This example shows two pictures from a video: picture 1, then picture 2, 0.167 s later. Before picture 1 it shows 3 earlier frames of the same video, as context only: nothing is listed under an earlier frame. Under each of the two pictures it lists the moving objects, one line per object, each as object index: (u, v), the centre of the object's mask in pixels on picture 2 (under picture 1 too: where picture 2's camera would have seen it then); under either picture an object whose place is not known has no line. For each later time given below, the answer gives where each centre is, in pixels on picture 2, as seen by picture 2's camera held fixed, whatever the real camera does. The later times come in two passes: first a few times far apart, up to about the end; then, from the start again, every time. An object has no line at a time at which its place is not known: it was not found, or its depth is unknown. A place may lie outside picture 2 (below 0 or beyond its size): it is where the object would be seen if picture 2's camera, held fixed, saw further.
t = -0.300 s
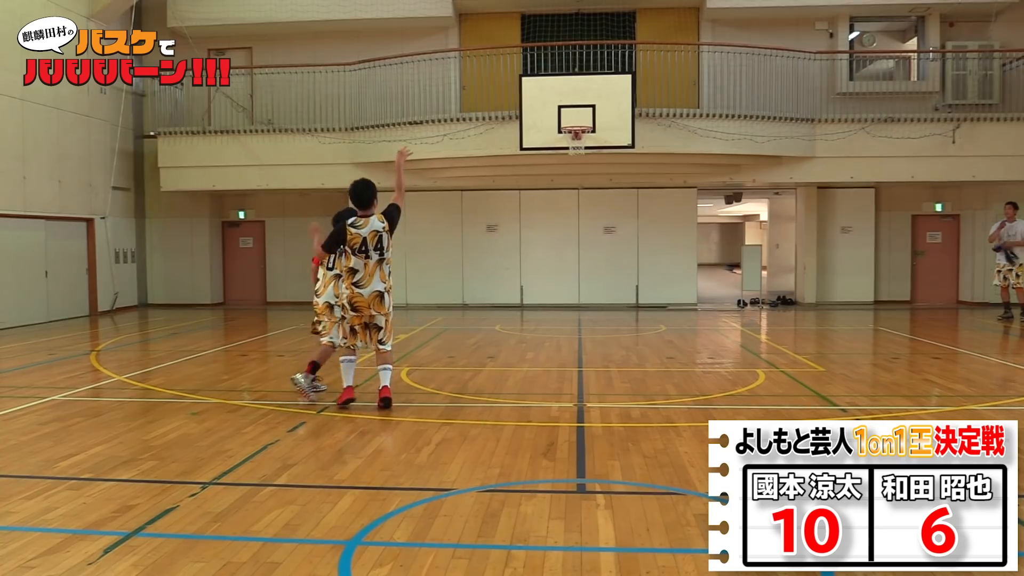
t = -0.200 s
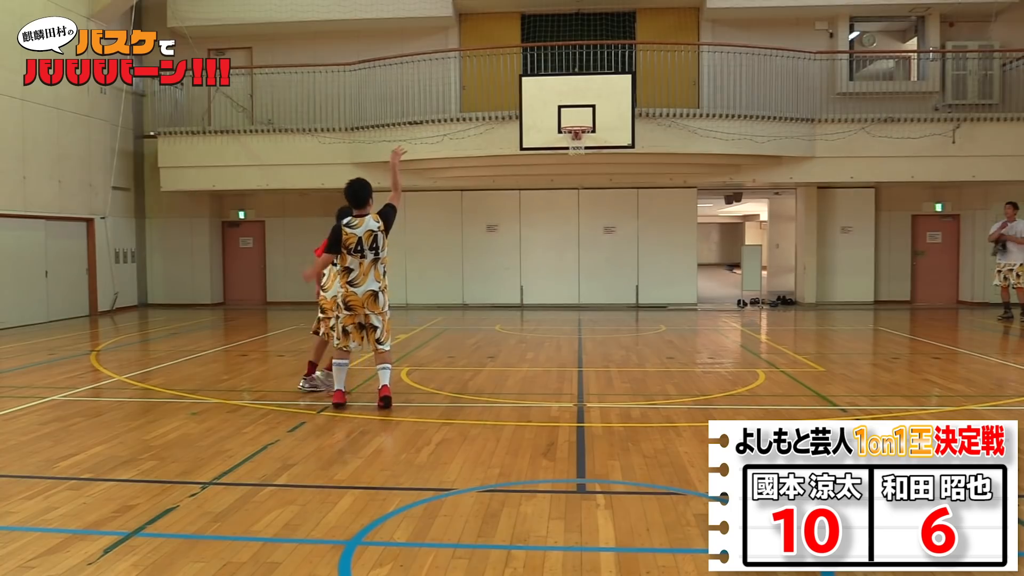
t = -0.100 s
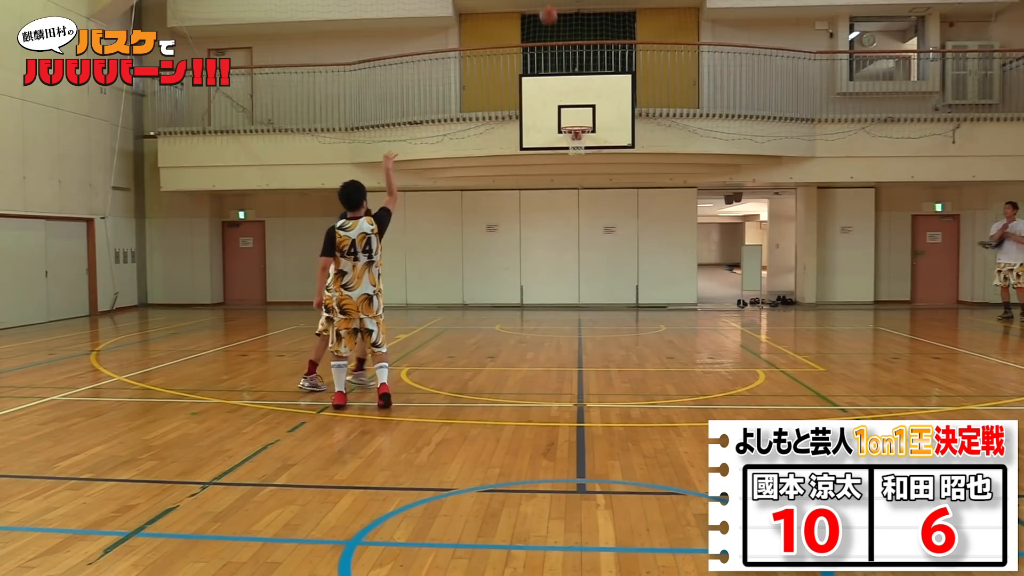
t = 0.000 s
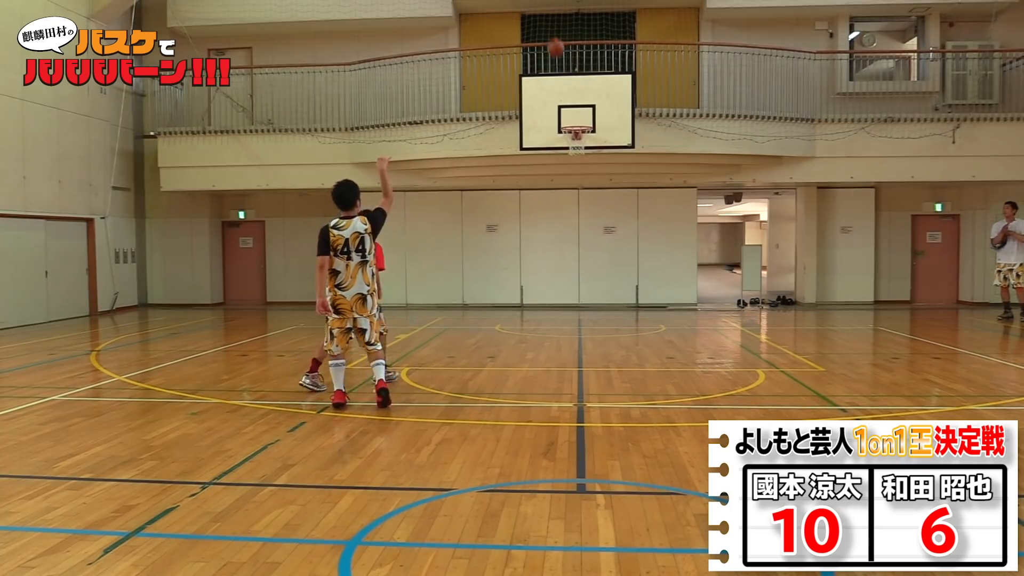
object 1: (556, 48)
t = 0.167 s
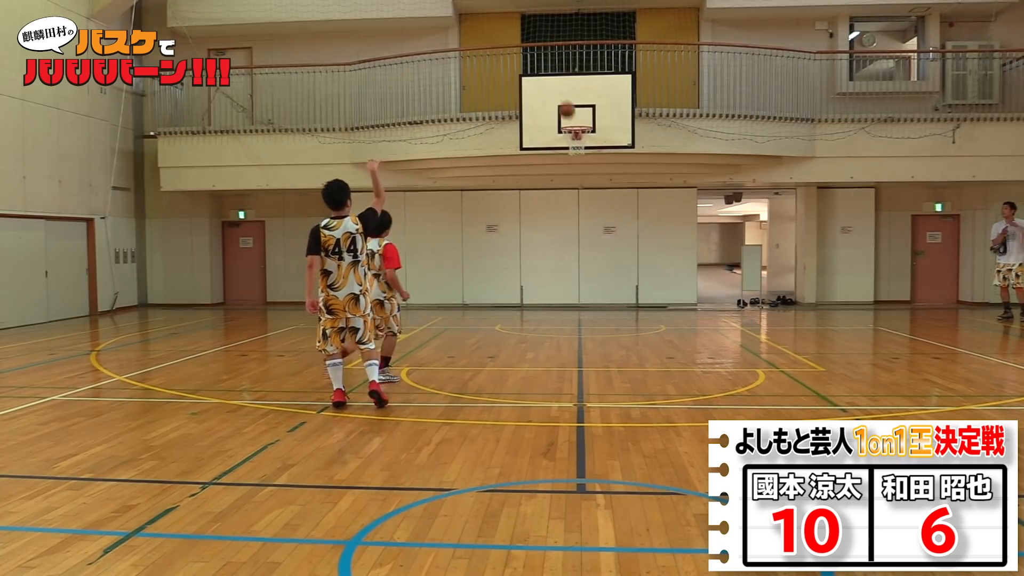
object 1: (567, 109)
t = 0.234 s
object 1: (574, 131)
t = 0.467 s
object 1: (578, 149)
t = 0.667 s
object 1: (575, 182)
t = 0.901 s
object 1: (575, 254)
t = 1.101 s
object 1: (574, 308)
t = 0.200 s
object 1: (569, 121)
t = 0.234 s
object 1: (574, 131)
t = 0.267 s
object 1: (577, 137)
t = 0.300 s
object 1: (577, 140)
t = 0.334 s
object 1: (577, 142)
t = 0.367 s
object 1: (578, 142)
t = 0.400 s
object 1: (577, 144)
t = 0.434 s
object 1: (577, 146)
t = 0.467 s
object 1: (578, 149)
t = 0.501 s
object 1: (577, 153)
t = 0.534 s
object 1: (576, 158)
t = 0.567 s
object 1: (576, 162)
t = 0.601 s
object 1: (575, 168)
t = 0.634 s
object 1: (575, 175)
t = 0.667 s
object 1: (575, 182)
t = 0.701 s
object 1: (575, 190)
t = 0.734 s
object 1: (575, 199)
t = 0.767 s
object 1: (575, 209)
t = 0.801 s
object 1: (575, 219)
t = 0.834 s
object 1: (575, 230)
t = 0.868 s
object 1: (575, 242)
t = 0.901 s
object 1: (575, 254)
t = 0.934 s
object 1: (575, 267)
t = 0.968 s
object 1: (575, 281)
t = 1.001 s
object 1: (575, 295)
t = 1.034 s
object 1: (574, 312)
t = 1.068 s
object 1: (575, 321)
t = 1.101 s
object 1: (574, 308)
